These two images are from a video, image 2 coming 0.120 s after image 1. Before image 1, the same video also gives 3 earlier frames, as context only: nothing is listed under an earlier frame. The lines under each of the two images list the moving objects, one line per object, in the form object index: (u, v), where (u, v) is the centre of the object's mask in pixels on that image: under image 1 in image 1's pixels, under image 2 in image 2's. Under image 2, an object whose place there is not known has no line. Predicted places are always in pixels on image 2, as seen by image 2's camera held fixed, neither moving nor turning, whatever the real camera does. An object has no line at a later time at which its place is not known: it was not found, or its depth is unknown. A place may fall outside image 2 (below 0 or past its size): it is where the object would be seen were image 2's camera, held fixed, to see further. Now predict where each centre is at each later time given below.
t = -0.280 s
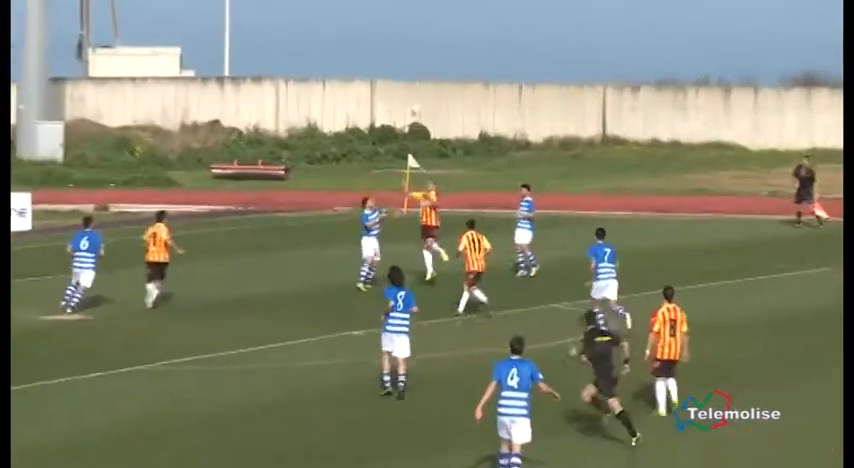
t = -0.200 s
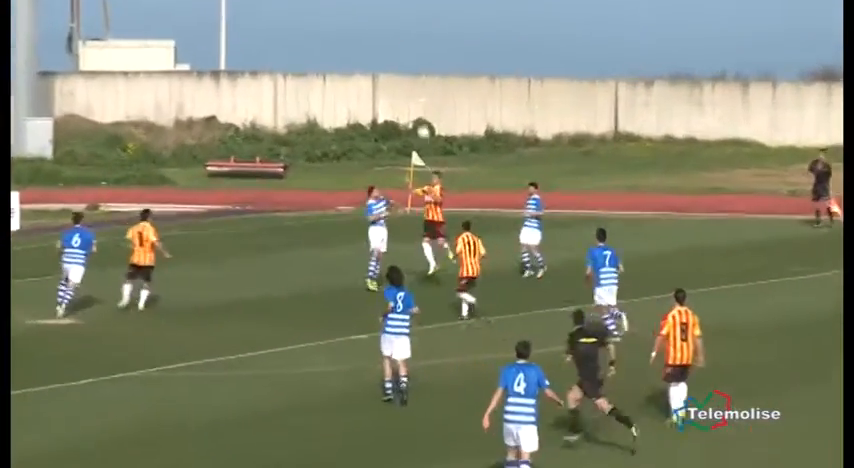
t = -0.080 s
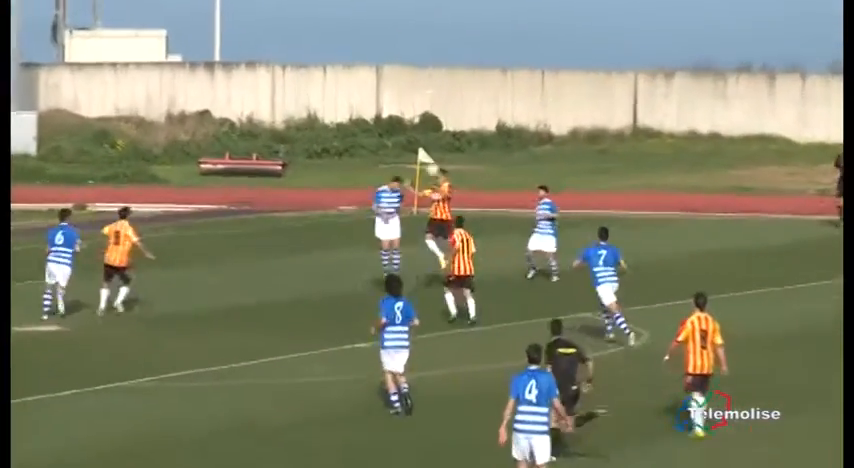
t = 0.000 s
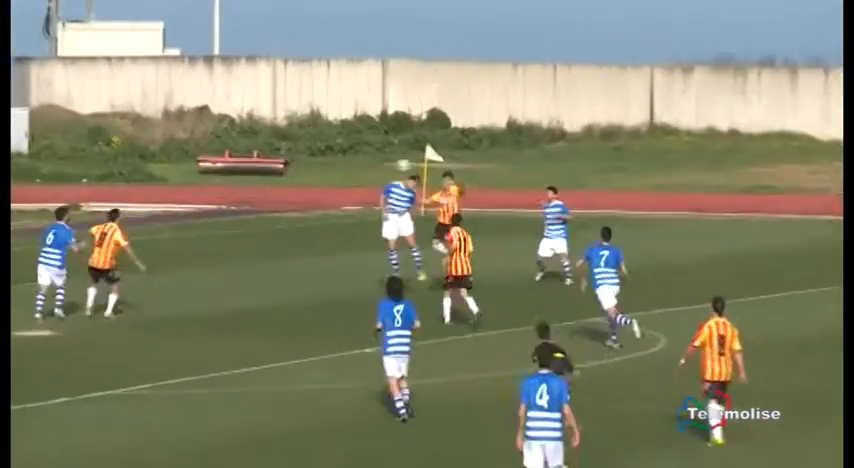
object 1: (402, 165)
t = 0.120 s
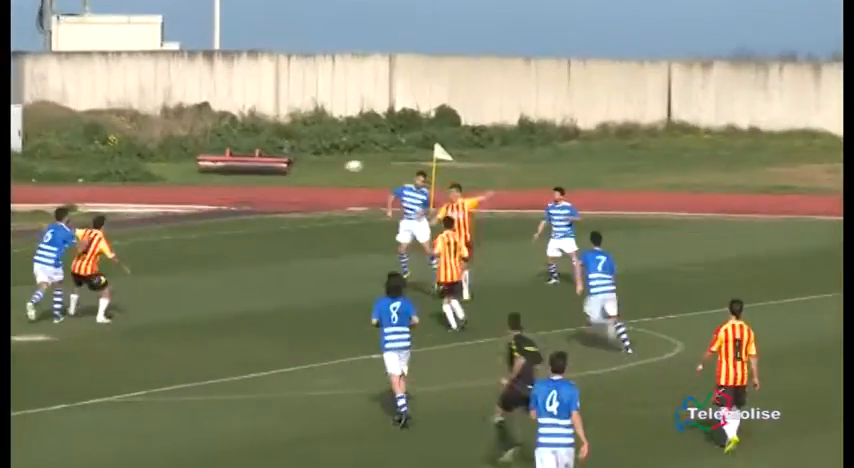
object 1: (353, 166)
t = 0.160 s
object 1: (336, 169)
